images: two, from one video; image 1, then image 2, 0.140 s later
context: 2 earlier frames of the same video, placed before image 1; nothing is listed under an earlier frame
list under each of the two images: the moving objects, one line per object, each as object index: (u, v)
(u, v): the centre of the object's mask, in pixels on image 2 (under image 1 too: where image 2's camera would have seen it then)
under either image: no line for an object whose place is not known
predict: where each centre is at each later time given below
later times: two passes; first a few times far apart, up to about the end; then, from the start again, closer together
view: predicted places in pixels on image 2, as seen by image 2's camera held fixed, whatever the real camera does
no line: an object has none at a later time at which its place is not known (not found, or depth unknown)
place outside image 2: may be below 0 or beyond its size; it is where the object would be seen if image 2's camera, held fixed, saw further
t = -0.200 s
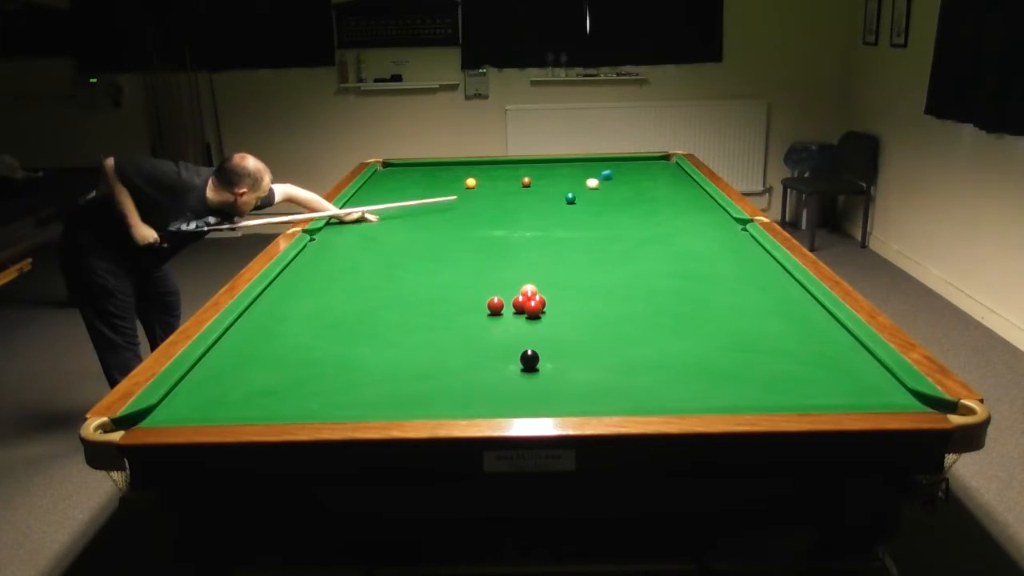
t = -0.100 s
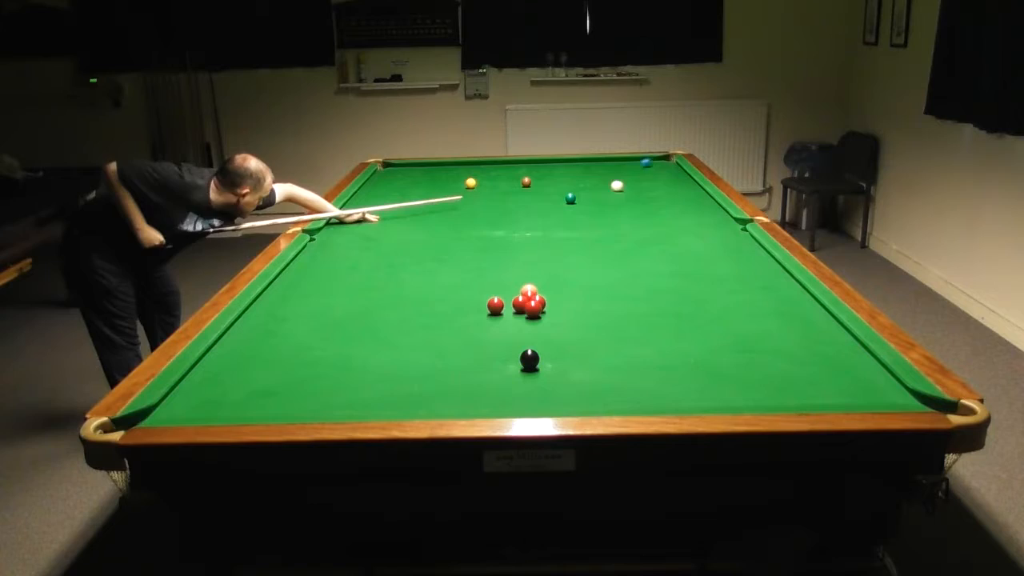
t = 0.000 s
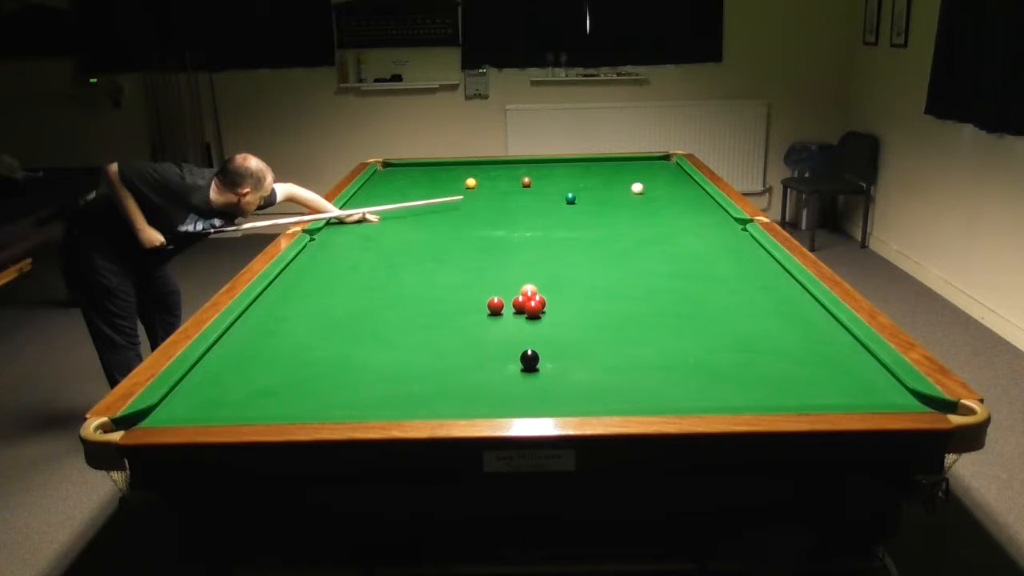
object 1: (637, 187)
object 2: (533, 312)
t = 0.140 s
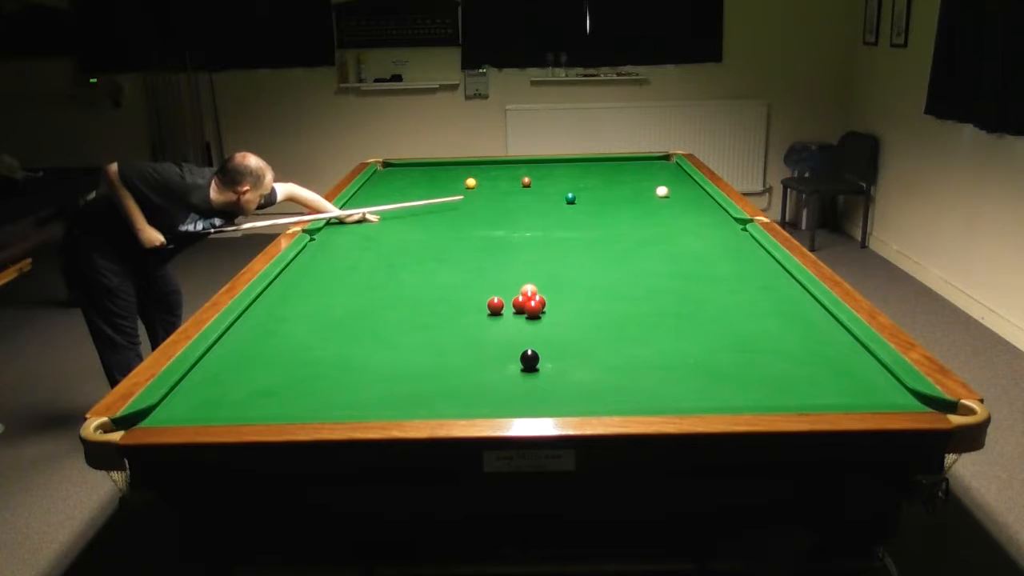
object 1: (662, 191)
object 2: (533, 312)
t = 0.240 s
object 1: (680, 193)
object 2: (533, 312)
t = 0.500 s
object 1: (700, 202)
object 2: (533, 312)
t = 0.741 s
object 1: (684, 212)
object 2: (533, 312)
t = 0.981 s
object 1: (665, 223)
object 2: (533, 312)
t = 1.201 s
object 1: (647, 234)
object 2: (533, 311)
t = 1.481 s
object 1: (622, 249)
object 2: (533, 311)
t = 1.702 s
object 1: (601, 261)
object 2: (533, 311)
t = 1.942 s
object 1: (576, 276)
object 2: (533, 311)
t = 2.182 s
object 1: (549, 292)
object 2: (533, 310)
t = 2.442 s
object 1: (554, 301)
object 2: (529, 313)
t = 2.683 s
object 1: (567, 306)
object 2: (523, 318)
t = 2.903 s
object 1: (577, 310)
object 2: (518, 323)
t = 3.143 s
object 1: (588, 314)
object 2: (513, 327)
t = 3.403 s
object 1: (598, 318)
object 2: (508, 331)
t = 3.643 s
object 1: (607, 321)
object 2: (504, 335)
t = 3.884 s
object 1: (615, 324)
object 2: (502, 337)
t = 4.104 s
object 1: (620, 326)
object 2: (499, 339)
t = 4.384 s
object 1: (627, 329)
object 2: (497, 340)
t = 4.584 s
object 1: (630, 330)
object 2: (496, 341)
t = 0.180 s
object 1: (669, 192)
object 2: (533, 312)
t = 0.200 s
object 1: (673, 192)
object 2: (533, 312)
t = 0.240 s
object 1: (680, 193)
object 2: (533, 312)
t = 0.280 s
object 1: (687, 194)
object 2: (533, 312)
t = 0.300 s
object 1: (691, 195)
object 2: (533, 312)
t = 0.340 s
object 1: (699, 196)
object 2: (533, 312)
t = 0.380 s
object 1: (706, 197)
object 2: (533, 312)
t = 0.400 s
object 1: (708, 198)
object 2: (533, 312)
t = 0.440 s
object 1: (704, 199)
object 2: (533, 312)
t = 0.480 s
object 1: (702, 201)
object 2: (533, 312)
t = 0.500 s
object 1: (700, 202)
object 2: (533, 312)
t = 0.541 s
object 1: (698, 204)
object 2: (533, 312)
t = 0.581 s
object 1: (695, 205)
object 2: (533, 312)
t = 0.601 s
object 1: (694, 206)
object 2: (533, 312)
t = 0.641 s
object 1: (691, 207)
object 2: (533, 312)
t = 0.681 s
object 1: (688, 209)
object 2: (533, 312)
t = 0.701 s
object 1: (686, 210)
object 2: (533, 312)
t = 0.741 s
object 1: (684, 212)
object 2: (533, 312)
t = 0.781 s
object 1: (681, 214)
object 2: (533, 312)
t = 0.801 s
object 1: (679, 215)
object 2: (533, 312)
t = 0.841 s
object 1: (676, 216)
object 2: (533, 312)
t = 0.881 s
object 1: (673, 218)
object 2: (533, 312)
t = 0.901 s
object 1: (672, 219)
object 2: (533, 312)
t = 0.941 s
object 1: (668, 221)
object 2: (533, 312)
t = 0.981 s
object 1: (665, 223)
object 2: (533, 312)
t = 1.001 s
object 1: (664, 224)
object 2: (533, 312)
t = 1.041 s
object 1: (661, 226)
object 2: (533, 312)
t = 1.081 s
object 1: (657, 228)
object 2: (533, 312)
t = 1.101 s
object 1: (656, 229)
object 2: (533, 311)
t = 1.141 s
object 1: (652, 231)
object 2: (533, 311)
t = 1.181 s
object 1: (649, 233)
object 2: (533, 311)
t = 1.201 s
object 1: (647, 234)
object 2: (533, 311)
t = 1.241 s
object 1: (644, 236)
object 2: (533, 311)
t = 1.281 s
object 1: (641, 238)
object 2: (533, 311)
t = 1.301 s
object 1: (639, 239)
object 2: (533, 311)
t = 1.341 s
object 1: (635, 241)
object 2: (533, 311)
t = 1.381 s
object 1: (632, 243)
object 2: (533, 311)
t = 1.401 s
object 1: (630, 244)
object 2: (533, 311)
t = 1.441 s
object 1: (626, 246)
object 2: (533, 311)
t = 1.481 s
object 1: (622, 249)
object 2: (533, 311)
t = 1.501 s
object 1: (621, 250)
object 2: (533, 311)
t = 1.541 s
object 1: (617, 252)
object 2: (533, 311)
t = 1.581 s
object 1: (613, 254)
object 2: (533, 311)
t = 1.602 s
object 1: (611, 255)
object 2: (533, 311)
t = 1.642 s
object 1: (607, 258)
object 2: (533, 311)
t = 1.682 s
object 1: (603, 260)
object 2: (533, 311)
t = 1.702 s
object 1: (601, 261)
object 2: (533, 311)
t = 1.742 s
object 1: (597, 264)
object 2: (533, 311)
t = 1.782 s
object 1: (593, 266)
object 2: (533, 311)
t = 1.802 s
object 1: (591, 267)
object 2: (533, 311)
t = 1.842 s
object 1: (587, 270)
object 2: (533, 311)
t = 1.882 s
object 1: (582, 272)
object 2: (533, 311)
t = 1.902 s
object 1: (580, 274)
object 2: (533, 311)
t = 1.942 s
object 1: (576, 276)
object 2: (533, 311)
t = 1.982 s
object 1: (571, 279)
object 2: (533, 311)
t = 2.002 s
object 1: (569, 280)
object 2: (533, 311)
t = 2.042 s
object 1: (565, 283)
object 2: (533, 311)
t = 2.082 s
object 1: (560, 286)
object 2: (533, 311)
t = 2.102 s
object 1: (558, 287)
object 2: (533, 311)
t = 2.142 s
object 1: (553, 290)
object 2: (533, 311)
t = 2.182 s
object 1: (549, 292)
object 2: (533, 310)
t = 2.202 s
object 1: (547, 293)
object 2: (533, 310)
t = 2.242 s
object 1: (546, 295)
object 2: (533, 310)
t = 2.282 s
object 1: (548, 297)
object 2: (533, 310)
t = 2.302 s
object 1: (549, 297)
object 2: (532, 310)
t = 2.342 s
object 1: (550, 299)
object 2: (531, 313)
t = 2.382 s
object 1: (552, 300)
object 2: (530, 312)
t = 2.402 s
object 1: (552, 300)
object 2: (530, 312)
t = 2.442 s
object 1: (554, 301)
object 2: (529, 313)
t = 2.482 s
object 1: (557, 302)
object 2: (528, 314)
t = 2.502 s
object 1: (558, 302)
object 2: (527, 314)
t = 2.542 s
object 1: (560, 303)
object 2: (526, 315)
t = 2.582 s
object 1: (562, 304)
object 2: (525, 316)
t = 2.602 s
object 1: (563, 304)
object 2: (525, 317)
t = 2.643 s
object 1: (565, 305)
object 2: (524, 317)
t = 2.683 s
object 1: (567, 306)
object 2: (523, 318)
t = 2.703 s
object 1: (568, 306)
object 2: (522, 319)
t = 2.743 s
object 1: (570, 307)
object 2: (521, 320)
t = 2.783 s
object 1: (572, 308)
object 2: (521, 320)
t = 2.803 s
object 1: (573, 308)
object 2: (520, 321)
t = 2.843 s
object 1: (574, 309)
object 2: (519, 322)
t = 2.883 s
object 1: (576, 309)
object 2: (518, 322)
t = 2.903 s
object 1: (577, 310)
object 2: (518, 323)
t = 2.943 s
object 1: (579, 310)
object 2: (517, 324)
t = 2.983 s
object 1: (581, 311)
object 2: (516, 324)
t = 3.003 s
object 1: (582, 311)
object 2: (516, 325)
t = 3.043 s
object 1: (584, 312)
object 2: (515, 326)
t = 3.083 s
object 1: (585, 313)
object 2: (514, 326)
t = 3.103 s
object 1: (586, 313)
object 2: (514, 327)
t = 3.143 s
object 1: (588, 314)
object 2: (513, 327)
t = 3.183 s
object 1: (590, 314)
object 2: (512, 328)
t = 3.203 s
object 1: (590, 315)
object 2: (512, 328)
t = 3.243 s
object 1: (592, 315)
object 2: (511, 329)
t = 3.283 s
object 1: (594, 316)
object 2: (510, 330)
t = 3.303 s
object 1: (595, 316)
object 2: (510, 330)
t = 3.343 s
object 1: (596, 317)
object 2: (509, 330)
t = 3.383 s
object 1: (598, 317)
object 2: (508, 331)
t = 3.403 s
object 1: (598, 318)
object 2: (508, 331)
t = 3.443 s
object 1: (600, 318)
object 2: (507, 332)
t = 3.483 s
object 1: (602, 319)
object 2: (507, 333)
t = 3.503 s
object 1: (602, 319)
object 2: (506, 333)
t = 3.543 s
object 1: (604, 320)
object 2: (506, 333)
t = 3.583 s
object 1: (605, 320)
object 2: (505, 334)
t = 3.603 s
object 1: (606, 320)
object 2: (505, 334)
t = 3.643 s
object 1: (607, 321)
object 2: (504, 335)
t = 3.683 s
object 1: (609, 322)
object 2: (504, 335)
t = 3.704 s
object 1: (609, 322)
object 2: (504, 335)
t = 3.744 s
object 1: (611, 322)
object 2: (503, 336)
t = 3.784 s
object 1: (612, 323)
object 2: (502, 336)
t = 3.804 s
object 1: (612, 323)
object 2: (502, 337)
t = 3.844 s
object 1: (613, 323)
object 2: (502, 336)
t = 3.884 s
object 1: (615, 324)
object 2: (502, 337)
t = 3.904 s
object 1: (615, 324)
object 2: (501, 337)
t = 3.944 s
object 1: (616, 325)
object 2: (501, 337)
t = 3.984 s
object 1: (618, 325)
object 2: (501, 338)
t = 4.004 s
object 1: (618, 325)
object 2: (500, 338)
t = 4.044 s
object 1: (619, 326)
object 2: (500, 338)
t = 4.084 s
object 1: (620, 326)
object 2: (500, 339)
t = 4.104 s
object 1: (620, 326)
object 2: (499, 339)
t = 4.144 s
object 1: (622, 327)
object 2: (499, 339)
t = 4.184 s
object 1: (623, 327)
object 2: (499, 339)
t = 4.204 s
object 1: (623, 327)
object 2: (499, 339)
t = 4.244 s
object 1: (624, 328)
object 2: (498, 340)
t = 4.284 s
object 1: (625, 328)
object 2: (498, 340)
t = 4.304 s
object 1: (626, 328)
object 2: (497, 340)
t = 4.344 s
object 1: (626, 328)
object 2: (497, 340)
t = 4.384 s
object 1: (627, 329)
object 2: (497, 340)
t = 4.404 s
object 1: (628, 329)
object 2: (497, 341)
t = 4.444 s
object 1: (628, 329)
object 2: (496, 341)
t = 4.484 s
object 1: (629, 329)
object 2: (496, 341)
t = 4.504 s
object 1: (629, 330)
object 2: (496, 341)
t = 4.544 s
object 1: (630, 330)
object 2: (496, 341)
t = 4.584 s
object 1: (630, 330)
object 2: (496, 341)
